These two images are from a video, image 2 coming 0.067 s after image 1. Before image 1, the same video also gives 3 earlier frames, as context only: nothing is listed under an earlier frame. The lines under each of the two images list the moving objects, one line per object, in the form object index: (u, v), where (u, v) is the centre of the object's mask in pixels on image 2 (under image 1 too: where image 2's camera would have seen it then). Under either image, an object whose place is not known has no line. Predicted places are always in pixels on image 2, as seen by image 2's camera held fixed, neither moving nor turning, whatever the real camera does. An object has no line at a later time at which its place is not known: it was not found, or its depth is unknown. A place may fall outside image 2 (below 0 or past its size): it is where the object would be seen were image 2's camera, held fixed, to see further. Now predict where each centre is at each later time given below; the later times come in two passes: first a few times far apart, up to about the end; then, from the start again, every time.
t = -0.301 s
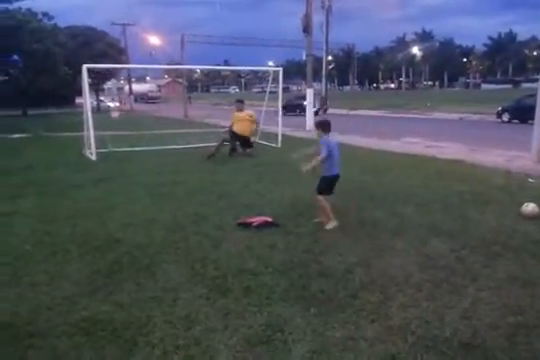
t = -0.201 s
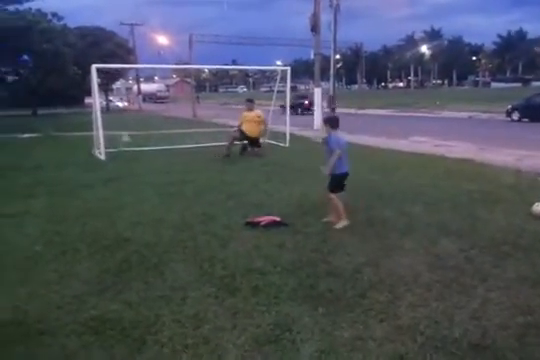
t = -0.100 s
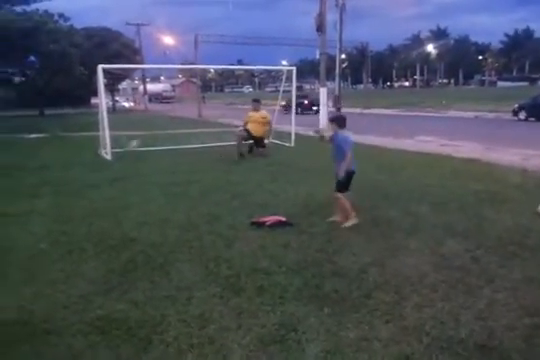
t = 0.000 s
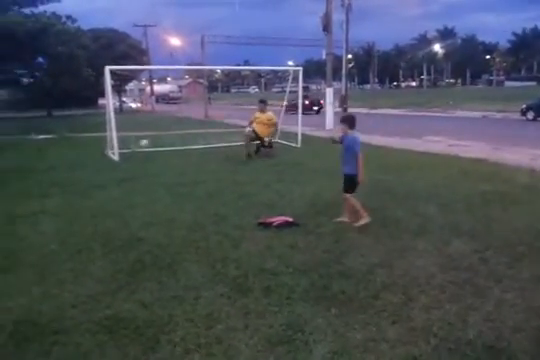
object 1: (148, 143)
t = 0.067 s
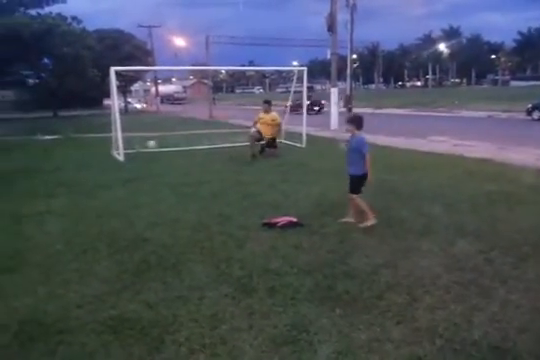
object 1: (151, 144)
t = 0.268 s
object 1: (160, 156)
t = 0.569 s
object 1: (171, 161)
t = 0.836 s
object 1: (181, 167)
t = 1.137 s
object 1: (196, 176)
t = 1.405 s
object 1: (209, 186)
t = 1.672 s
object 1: (224, 196)
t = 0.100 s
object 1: (152, 144)
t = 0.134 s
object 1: (153, 146)
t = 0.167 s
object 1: (154, 148)
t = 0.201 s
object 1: (156, 151)
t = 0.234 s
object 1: (158, 154)
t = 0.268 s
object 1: (160, 156)
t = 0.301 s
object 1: (161, 156)
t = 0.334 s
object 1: (162, 155)
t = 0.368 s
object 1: (162, 155)
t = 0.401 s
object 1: (164, 155)
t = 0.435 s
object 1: (165, 156)
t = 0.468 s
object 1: (167, 157)
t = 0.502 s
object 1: (168, 159)
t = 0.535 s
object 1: (169, 161)
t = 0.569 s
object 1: (171, 161)
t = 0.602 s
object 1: (172, 161)
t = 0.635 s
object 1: (173, 162)
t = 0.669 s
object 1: (175, 162)
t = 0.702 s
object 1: (176, 162)
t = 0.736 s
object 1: (177, 164)
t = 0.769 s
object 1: (179, 166)
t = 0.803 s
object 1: (180, 168)
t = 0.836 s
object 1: (181, 167)
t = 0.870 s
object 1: (183, 167)
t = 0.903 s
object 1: (184, 168)
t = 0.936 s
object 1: (186, 169)
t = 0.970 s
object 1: (188, 170)
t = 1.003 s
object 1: (189, 172)
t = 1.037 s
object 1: (191, 175)
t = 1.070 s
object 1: (193, 175)
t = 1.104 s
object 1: (194, 175)
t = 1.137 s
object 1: (196, 176)
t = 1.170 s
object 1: (197, 177)
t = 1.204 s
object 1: (199, 179)
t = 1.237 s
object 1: (201, 181)
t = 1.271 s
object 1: (202, 182)
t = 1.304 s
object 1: (204, 183)
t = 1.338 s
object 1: (206, 184)
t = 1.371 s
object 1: (208, 185)
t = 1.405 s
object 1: (209, 186)
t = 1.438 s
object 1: (211, 187)
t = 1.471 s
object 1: (212, 188)
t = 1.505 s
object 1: (214, 190)
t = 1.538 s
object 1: (216, 192)
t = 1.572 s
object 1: (218, 192)
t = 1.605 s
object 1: (220, 194)
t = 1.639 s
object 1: (221, 195)
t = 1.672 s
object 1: (224, 196)
